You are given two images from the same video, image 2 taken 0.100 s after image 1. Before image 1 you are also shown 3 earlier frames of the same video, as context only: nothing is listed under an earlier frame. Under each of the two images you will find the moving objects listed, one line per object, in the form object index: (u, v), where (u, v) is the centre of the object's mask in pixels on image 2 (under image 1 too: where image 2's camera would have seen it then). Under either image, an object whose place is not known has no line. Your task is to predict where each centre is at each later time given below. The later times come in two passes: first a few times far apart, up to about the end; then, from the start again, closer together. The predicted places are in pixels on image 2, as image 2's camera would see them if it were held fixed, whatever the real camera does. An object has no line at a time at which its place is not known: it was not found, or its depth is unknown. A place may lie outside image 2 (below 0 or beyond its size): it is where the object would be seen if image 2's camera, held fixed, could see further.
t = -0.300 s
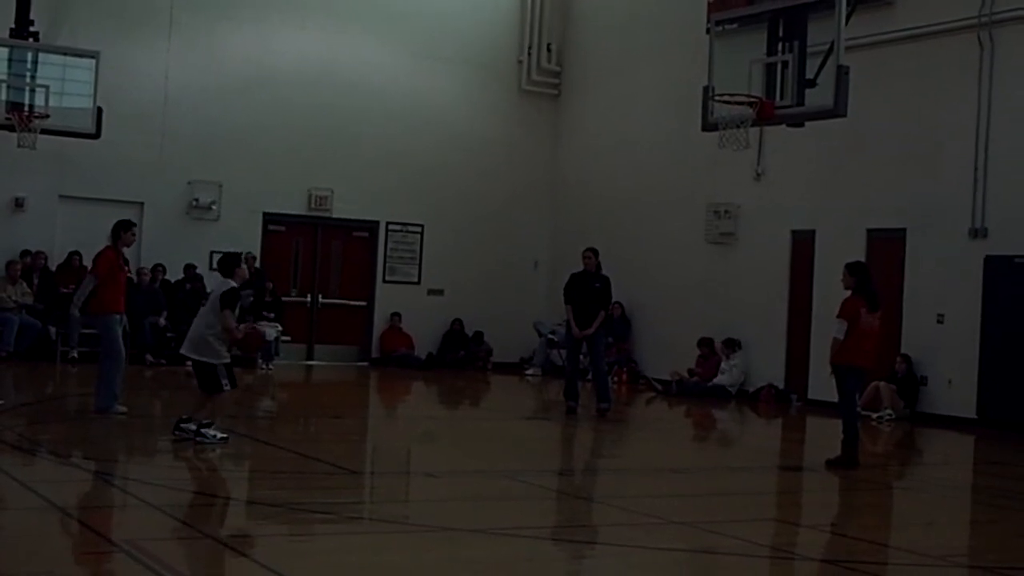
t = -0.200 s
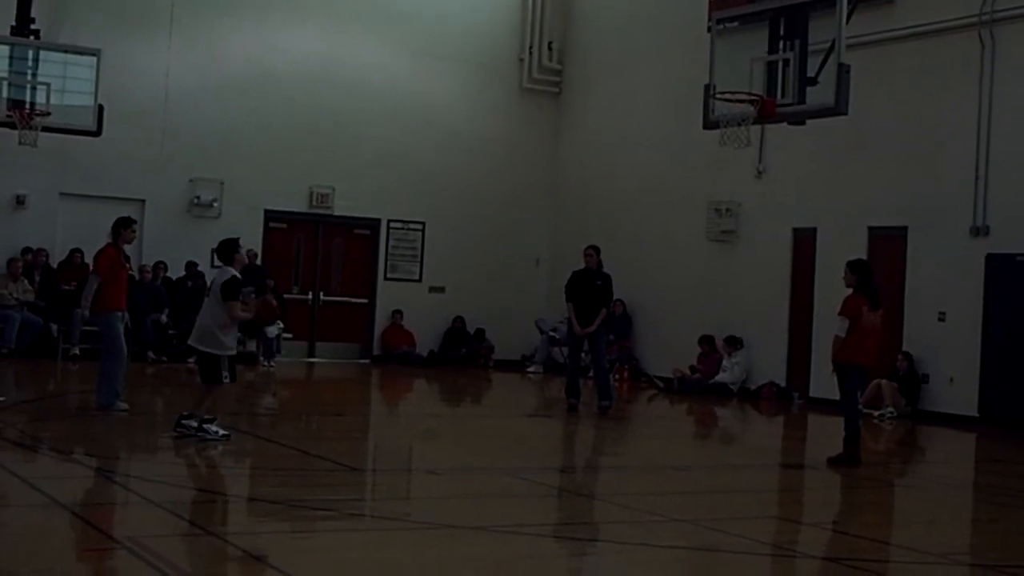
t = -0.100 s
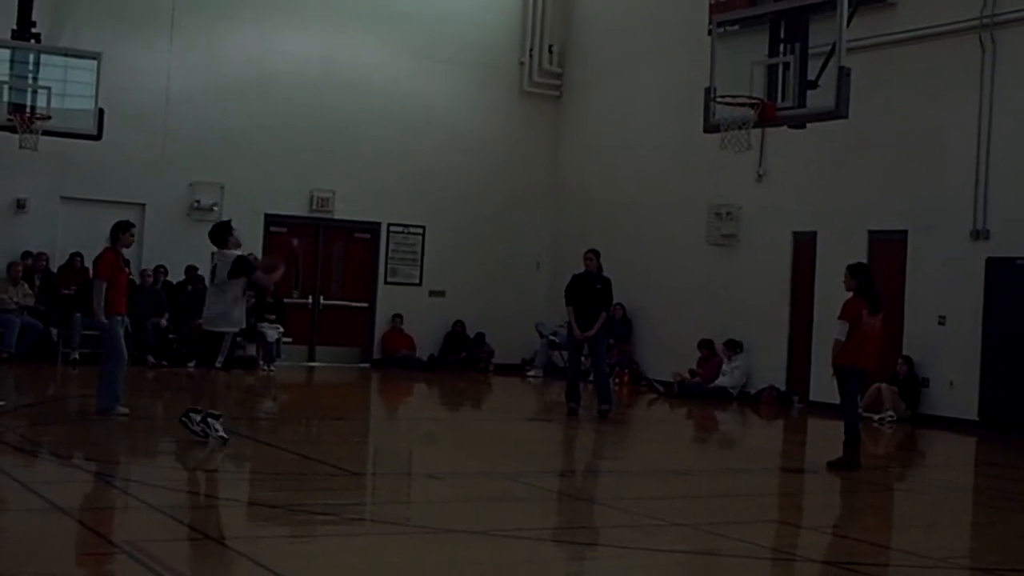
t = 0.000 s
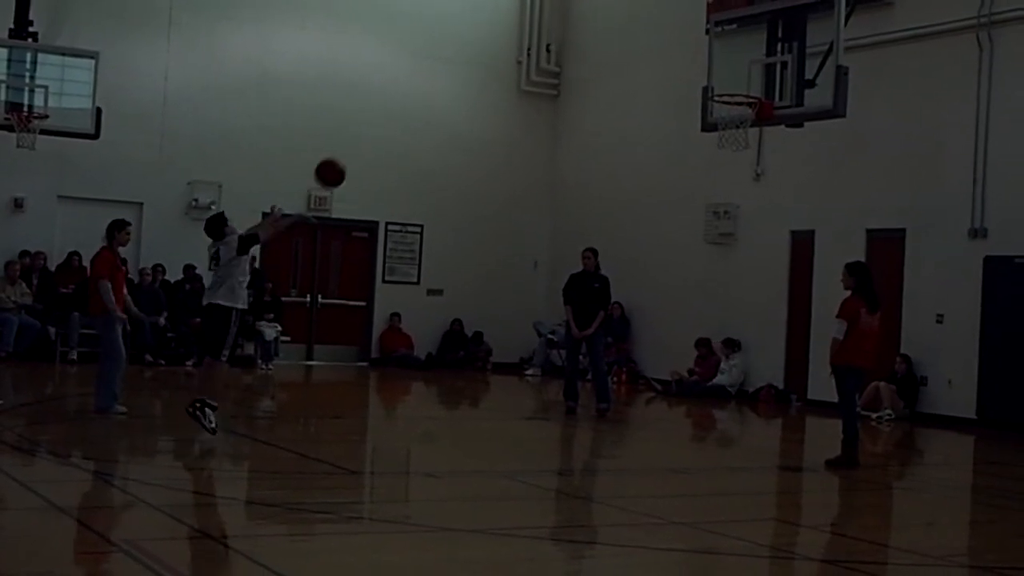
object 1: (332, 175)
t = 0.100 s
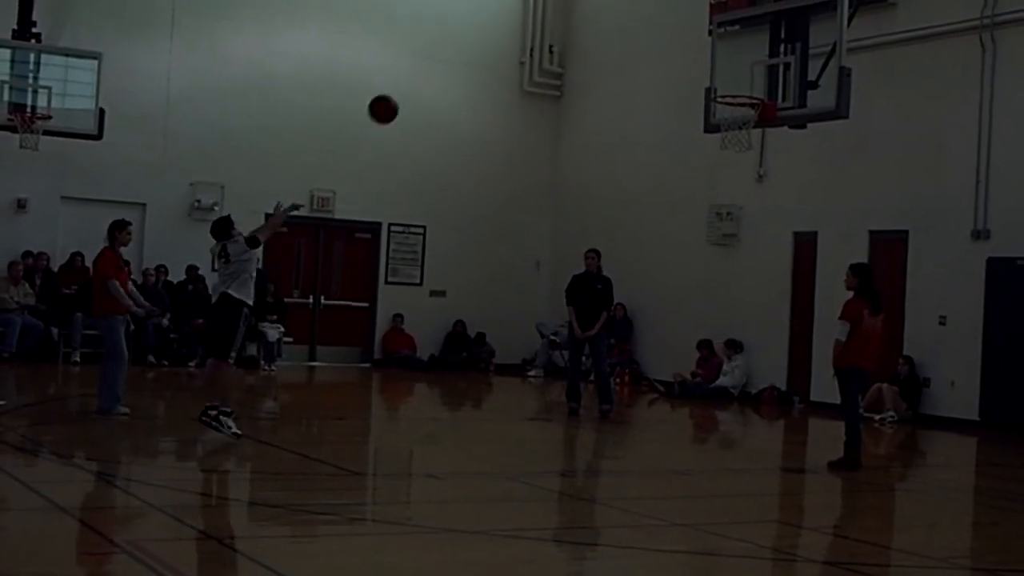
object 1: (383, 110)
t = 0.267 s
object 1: (460, 32)
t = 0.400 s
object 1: (516, 3)
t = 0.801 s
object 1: (662, 16)
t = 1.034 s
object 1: (733, 102)
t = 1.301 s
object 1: (770, 168)
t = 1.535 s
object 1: (785, 279)
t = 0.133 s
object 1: (399, 91)
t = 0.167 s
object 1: (415, 74)
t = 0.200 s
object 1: (430, 59)
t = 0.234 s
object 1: (445, 45)
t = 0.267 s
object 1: (460, 32)
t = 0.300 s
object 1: (474, 21)
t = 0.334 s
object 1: (488, 12)
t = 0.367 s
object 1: (502, 6)
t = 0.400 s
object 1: (516, 3)
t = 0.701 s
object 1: (629, 0)
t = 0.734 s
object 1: (640, 3)
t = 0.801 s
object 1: (662, 16)
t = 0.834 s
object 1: (673, 25)
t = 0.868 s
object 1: (683, 36)
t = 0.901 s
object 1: (693, 48)
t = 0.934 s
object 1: (704, 60)
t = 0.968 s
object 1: (714, 74)
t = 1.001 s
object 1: (724, 89)
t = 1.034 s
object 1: (733, 102)
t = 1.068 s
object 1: (744, 110)
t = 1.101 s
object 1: (752, 120)
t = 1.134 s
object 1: (757, 128)
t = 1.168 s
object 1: (759, 136)
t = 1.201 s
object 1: (762, 141)
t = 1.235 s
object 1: (765, 148)
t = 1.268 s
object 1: (767, 157)
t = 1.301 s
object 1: (770, 168)
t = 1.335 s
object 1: (772, 180)
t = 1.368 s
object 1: (775, 193)
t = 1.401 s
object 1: (778, 208)
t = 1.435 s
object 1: (781, 224)
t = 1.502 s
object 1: (784, 260)
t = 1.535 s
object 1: (785, 279)
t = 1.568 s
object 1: (786, 301)
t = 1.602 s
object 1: (788, 322)
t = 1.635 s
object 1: (791, 346)
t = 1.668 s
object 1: (793, 370)
